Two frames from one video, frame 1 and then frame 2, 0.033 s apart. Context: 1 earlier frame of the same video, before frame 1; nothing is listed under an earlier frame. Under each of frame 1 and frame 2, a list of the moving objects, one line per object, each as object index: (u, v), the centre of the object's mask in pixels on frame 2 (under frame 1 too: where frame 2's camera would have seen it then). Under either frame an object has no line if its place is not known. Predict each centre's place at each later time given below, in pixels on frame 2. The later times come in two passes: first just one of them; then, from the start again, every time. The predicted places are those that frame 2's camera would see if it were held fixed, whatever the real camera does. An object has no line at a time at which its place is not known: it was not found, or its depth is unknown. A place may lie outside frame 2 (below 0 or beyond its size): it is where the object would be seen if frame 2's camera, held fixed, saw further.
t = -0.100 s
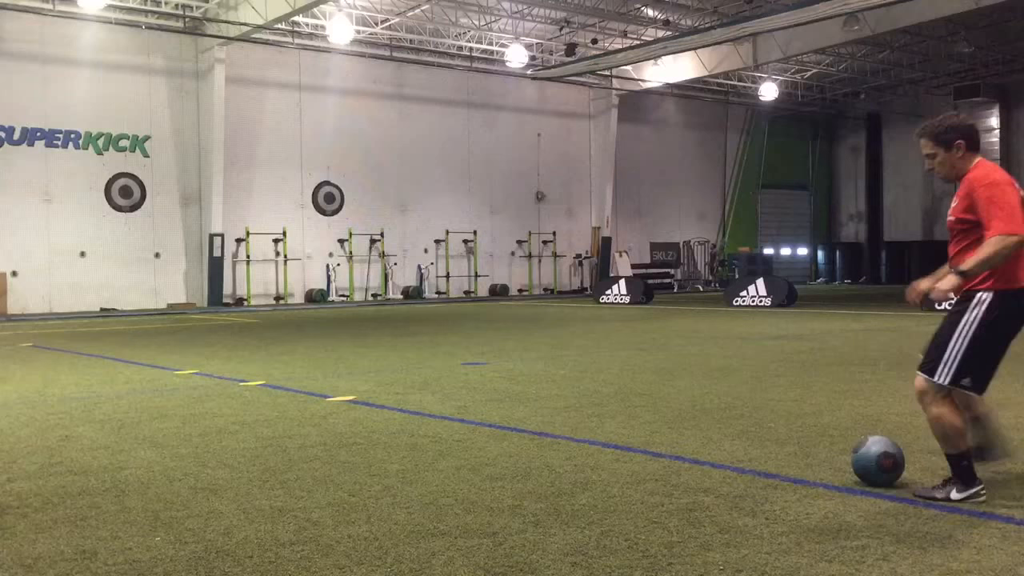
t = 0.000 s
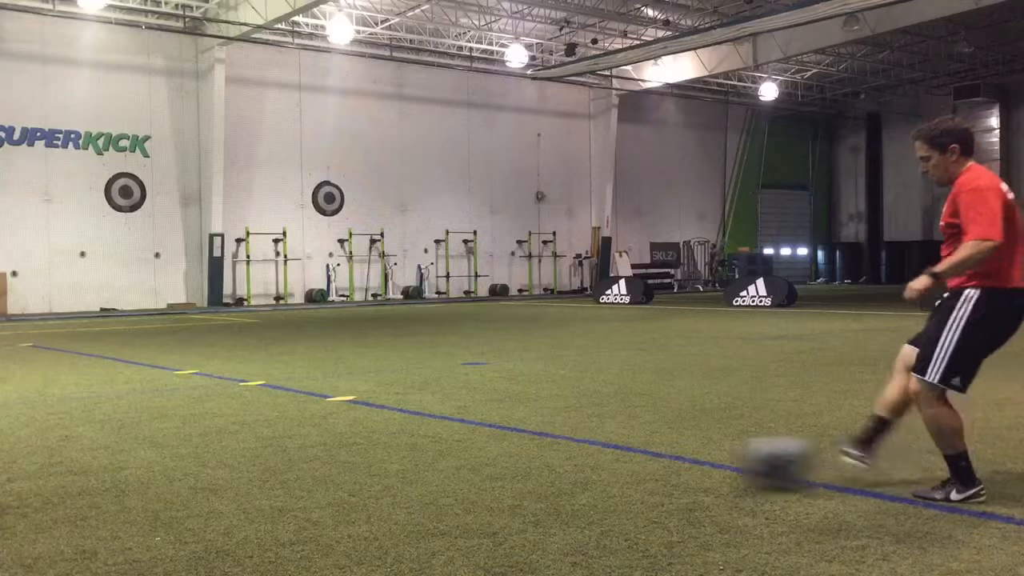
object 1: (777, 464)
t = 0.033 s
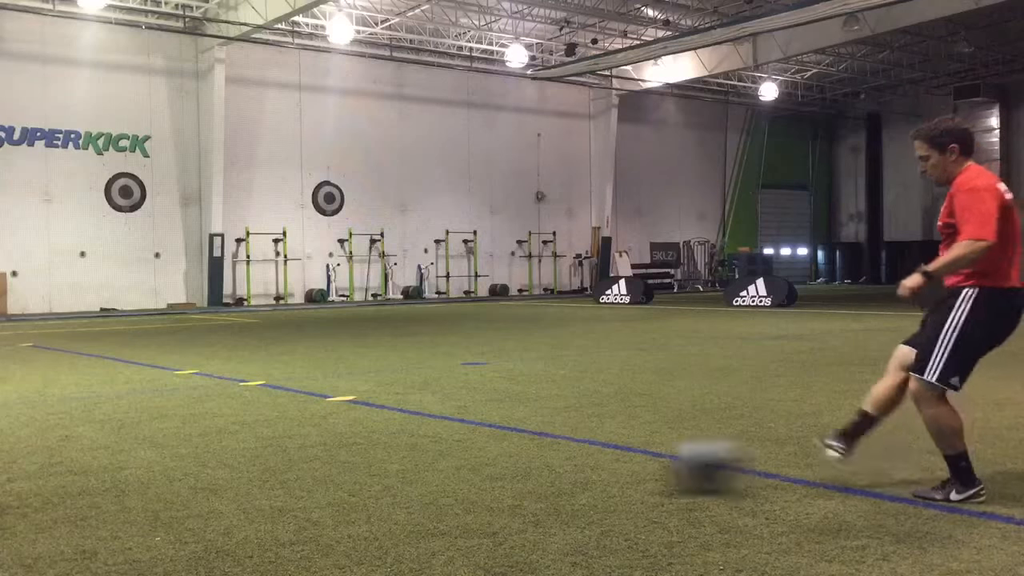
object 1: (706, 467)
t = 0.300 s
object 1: (168, 488)
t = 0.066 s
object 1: (631, 474)
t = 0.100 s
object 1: (564, 476)
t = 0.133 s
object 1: (498, 477)
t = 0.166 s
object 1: (426, 480)
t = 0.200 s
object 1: (360, 485)
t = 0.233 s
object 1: (295, 483)
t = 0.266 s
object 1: (232, 482)
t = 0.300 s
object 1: (168, 488)
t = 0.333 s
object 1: (106, 493)
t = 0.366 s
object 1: (38, 499)
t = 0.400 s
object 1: (10, 502)
